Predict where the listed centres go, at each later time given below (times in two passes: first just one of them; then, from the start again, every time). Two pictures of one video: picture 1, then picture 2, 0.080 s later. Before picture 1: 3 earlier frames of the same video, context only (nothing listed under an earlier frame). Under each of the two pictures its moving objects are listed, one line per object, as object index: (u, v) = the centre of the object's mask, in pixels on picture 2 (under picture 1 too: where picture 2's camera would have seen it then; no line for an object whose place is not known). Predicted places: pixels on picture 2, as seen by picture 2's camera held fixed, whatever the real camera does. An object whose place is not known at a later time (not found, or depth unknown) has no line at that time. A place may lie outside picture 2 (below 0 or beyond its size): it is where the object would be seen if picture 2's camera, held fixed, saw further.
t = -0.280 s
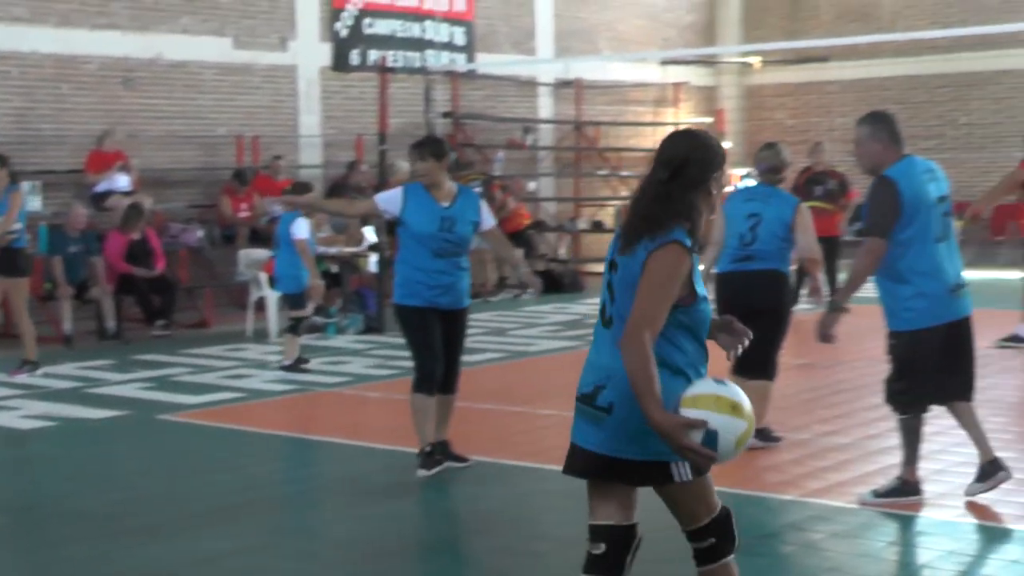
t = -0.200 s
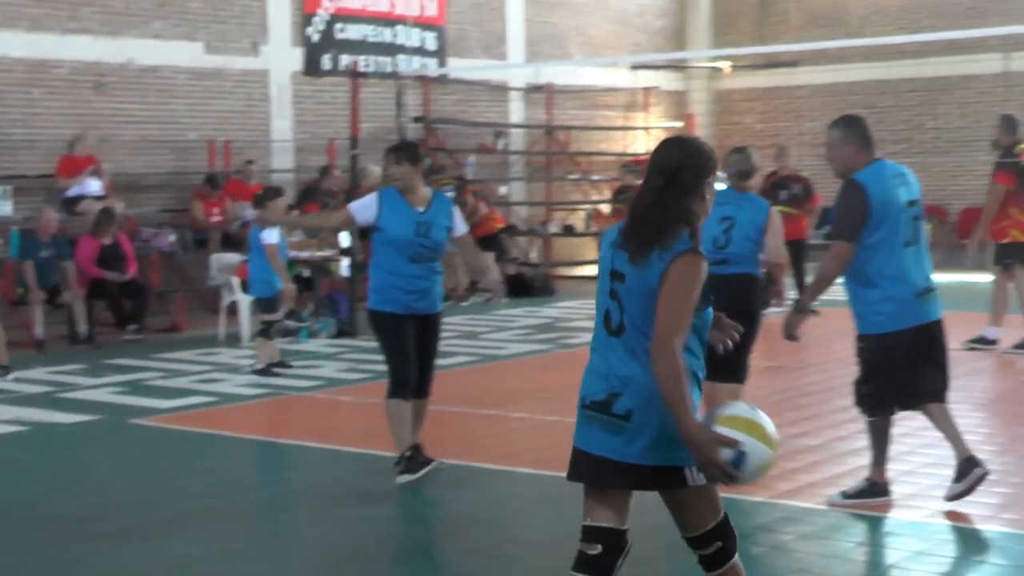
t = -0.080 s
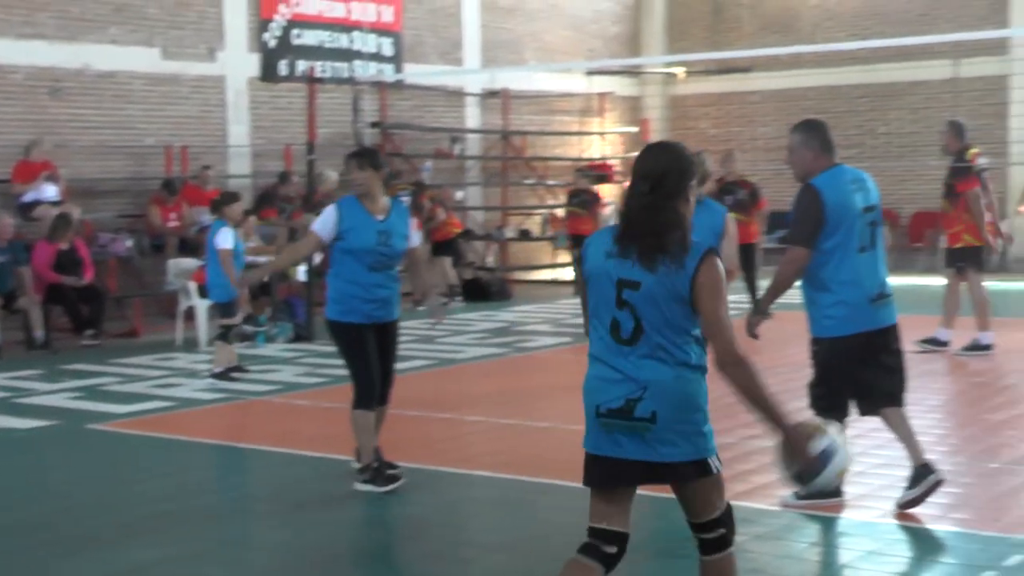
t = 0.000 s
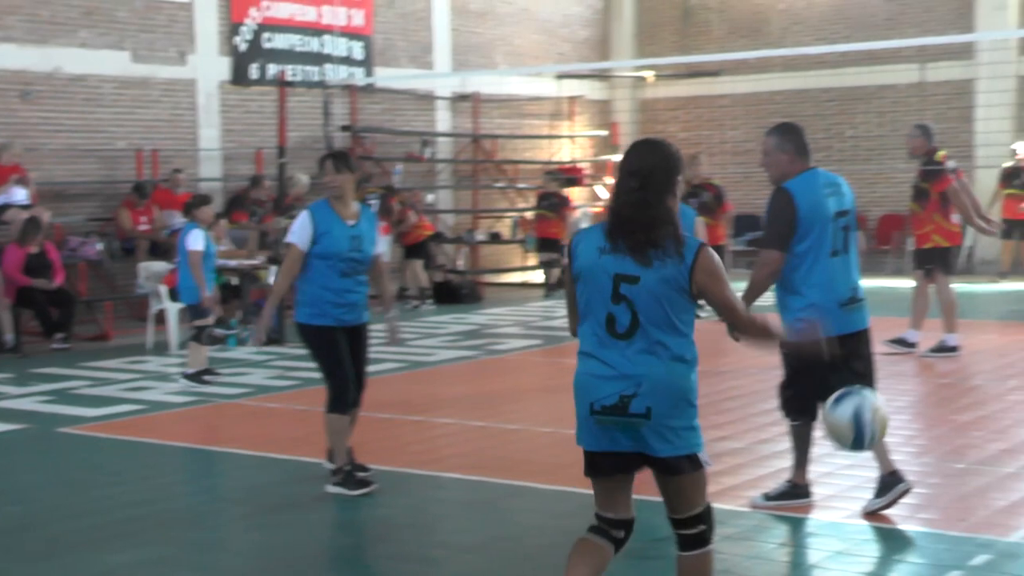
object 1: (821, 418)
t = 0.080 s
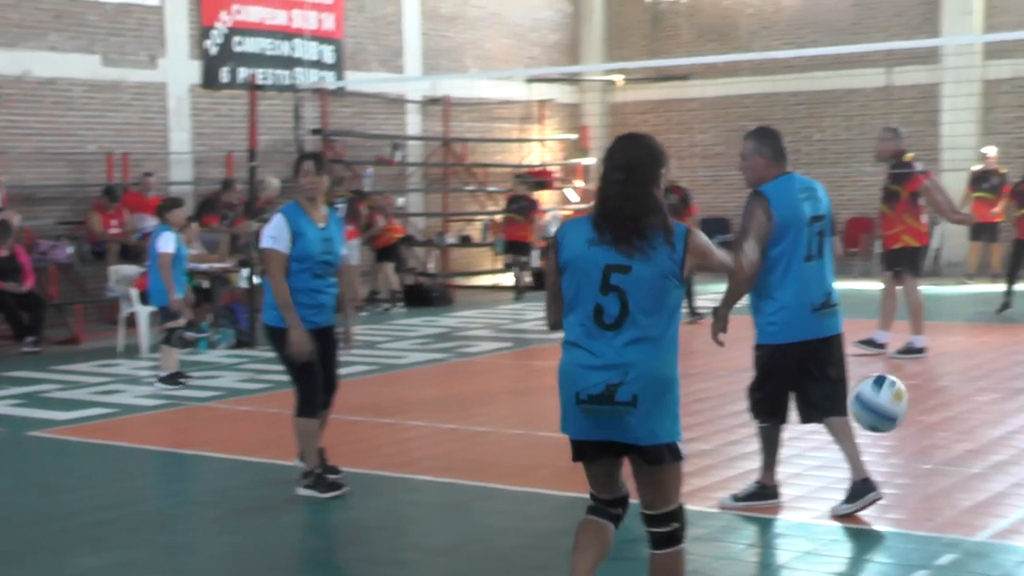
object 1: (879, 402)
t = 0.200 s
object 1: (950, 411)
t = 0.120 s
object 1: (904, 402)
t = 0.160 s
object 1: (928, 405)
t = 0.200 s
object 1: (950, 411)
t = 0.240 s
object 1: (971, 421)
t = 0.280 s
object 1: (989, 434)
